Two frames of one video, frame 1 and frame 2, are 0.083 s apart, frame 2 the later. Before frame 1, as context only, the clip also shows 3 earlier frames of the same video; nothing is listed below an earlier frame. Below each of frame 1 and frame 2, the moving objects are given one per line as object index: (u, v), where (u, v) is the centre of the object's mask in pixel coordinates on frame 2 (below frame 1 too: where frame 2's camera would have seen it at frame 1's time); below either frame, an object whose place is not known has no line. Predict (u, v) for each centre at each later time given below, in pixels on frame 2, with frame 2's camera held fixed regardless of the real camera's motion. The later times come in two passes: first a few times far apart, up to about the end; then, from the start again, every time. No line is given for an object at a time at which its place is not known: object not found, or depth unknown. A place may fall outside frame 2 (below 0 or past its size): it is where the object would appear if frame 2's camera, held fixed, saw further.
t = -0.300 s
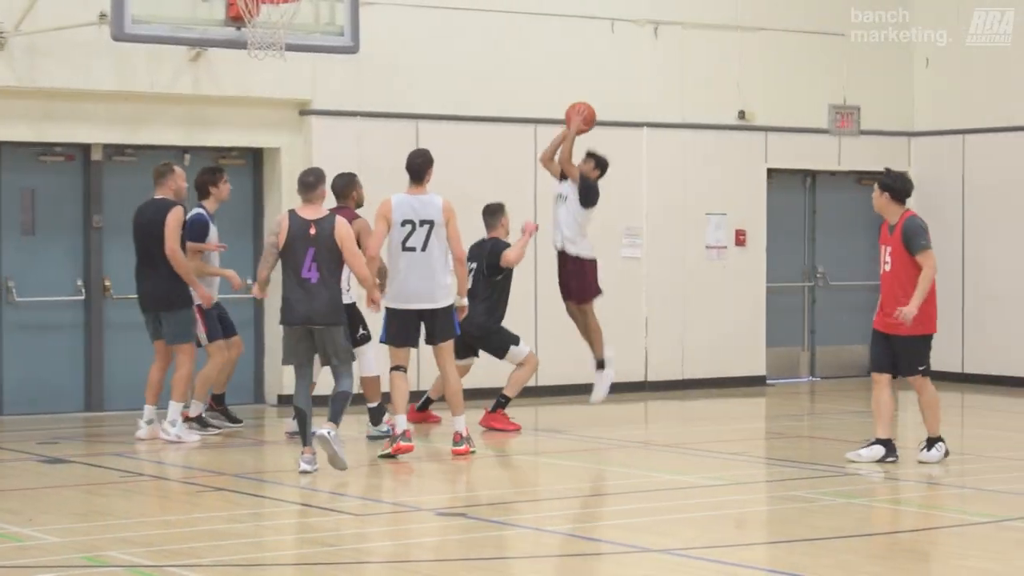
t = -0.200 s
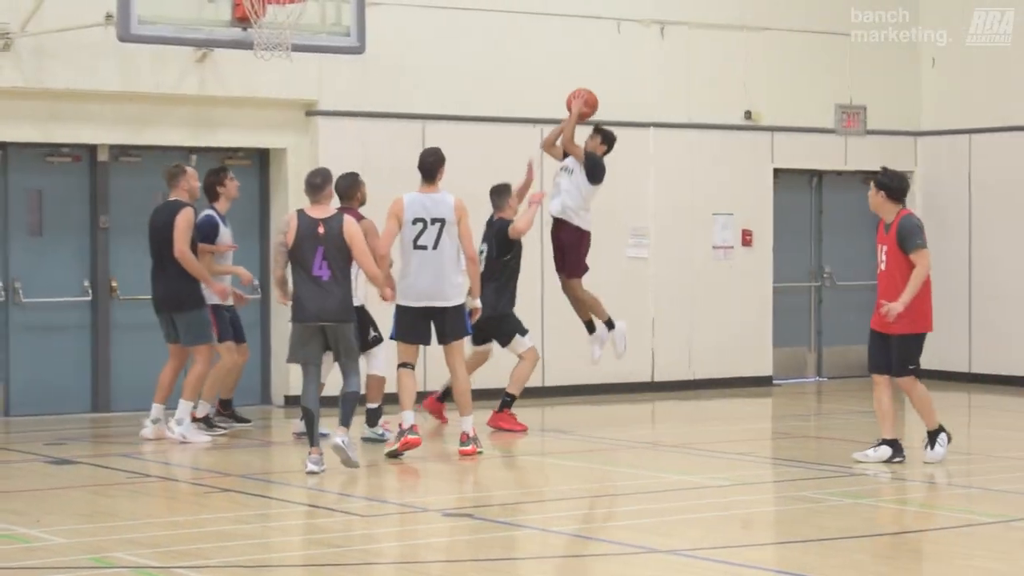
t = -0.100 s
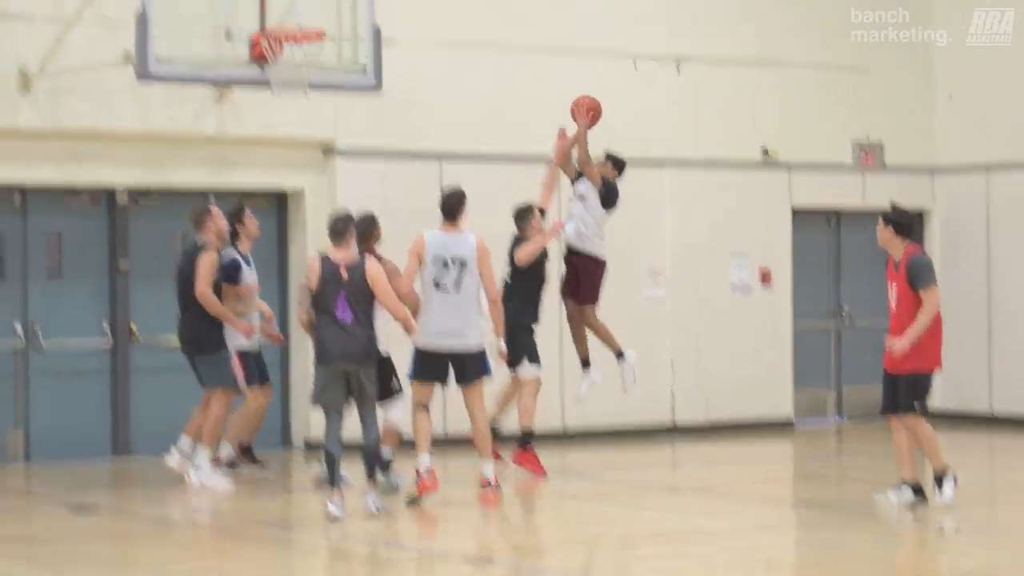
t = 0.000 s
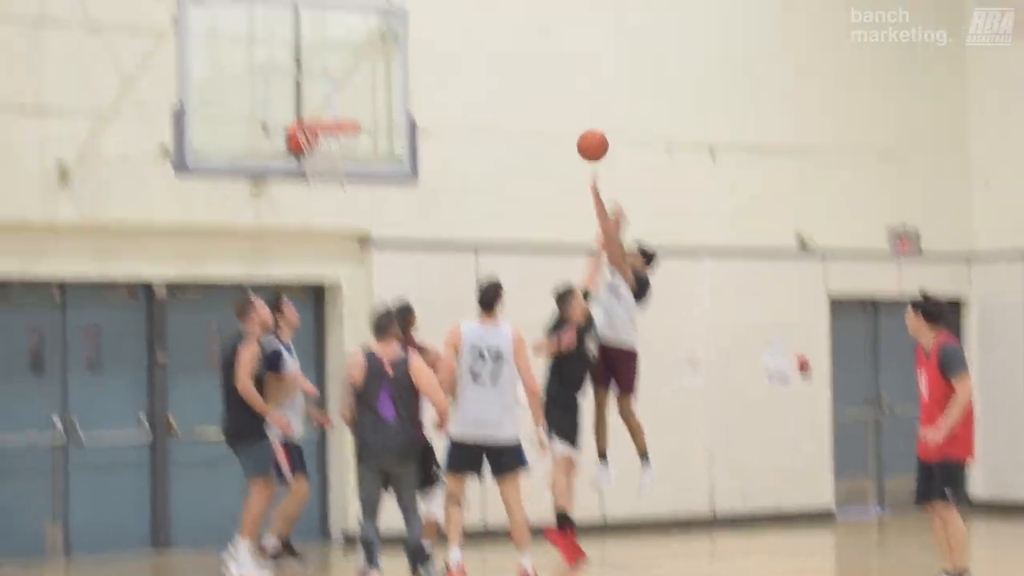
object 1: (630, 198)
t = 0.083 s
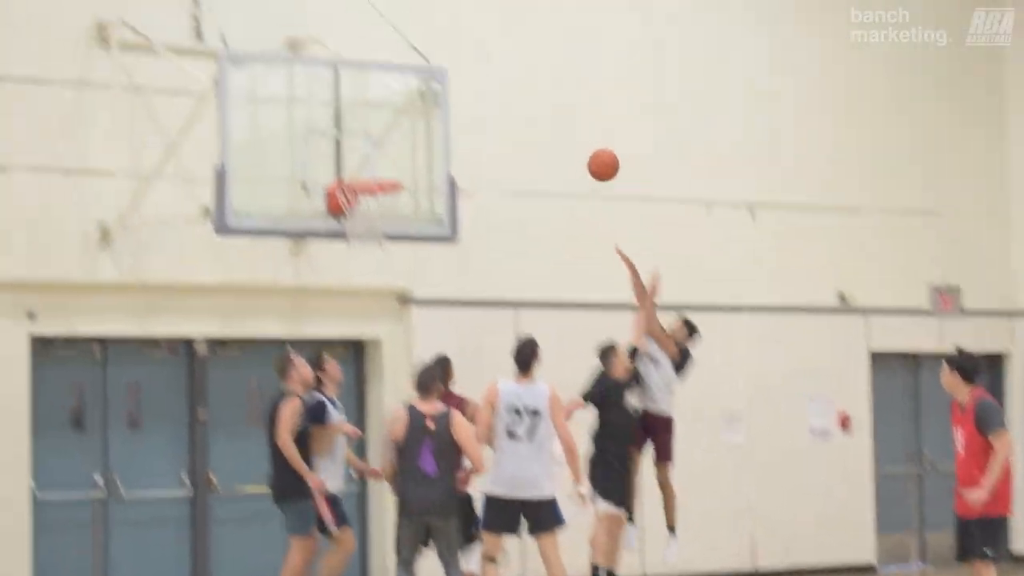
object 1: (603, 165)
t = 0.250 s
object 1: (551, 118)
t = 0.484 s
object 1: (475, 111)
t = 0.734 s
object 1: (386, 185)
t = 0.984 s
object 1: (349, 236)
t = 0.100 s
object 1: (597, 159)
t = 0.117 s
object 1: (592, 153)
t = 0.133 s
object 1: (587, 148)
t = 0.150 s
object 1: (582, 143)
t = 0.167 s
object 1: (577, 138)
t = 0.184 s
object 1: (572, 133)
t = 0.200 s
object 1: (567, 129)
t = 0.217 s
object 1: (561, 125)
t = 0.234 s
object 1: (556, 121)
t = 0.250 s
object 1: (551, 118)
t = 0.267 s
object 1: (545, 115)
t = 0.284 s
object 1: (540, 113)
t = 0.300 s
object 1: (535, 111)
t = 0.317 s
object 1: (529, 109)
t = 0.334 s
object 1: (524, 107)
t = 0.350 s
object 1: (519, 107)
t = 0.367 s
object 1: (513, 106)
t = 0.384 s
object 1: (507, 105)
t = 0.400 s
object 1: (502, 105)
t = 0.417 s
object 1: (497, 106)
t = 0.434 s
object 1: (492, 107)
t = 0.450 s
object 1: (487, 108)
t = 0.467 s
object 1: (481, 109)
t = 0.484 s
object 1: (475, 111)
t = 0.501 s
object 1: (469, 113)
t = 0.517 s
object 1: (463, 116)
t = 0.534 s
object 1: (458, 119)
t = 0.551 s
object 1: (452, 122)
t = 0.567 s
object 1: (446, 126)
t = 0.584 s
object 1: (440, 129)
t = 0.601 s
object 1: (434, 134)
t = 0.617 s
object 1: (428, 139)
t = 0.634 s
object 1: (422, 145)
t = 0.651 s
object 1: (415, 150)
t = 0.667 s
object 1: (410, 156)
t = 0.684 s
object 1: (404, 163)
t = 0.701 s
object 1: (398, 169)
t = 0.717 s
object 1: (392, 173)
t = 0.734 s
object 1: (386, 185)
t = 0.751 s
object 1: (380, 193)
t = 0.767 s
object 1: (373, 204)
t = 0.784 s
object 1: (370, 209)
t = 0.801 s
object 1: (365, 212)
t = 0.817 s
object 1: (362, 214)
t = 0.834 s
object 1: (358, 214)
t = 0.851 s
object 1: (358, 215)
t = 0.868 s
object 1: (357, 218)
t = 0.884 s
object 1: (356, 218)
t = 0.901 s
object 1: (355, 220)
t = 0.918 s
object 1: (353, 219)
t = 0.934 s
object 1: (352, 229)
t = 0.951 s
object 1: (352, 231)
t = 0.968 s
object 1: (350, 233)
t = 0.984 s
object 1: (349, 236)
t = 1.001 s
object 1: (348, 239)
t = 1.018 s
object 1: (348, 243)
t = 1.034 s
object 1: (346, 246)
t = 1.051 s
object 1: (346, 251)
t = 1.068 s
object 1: (344, 258)
